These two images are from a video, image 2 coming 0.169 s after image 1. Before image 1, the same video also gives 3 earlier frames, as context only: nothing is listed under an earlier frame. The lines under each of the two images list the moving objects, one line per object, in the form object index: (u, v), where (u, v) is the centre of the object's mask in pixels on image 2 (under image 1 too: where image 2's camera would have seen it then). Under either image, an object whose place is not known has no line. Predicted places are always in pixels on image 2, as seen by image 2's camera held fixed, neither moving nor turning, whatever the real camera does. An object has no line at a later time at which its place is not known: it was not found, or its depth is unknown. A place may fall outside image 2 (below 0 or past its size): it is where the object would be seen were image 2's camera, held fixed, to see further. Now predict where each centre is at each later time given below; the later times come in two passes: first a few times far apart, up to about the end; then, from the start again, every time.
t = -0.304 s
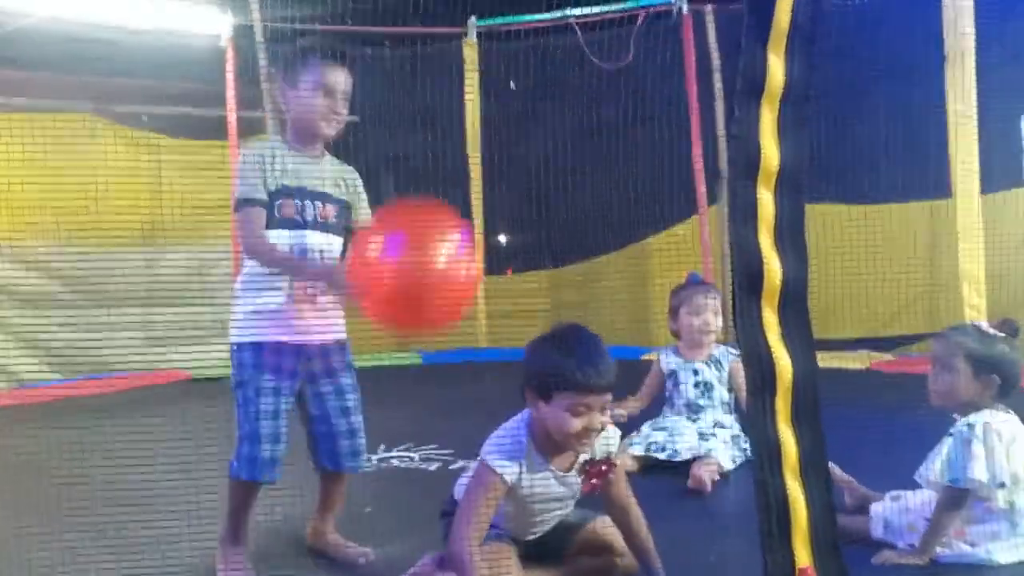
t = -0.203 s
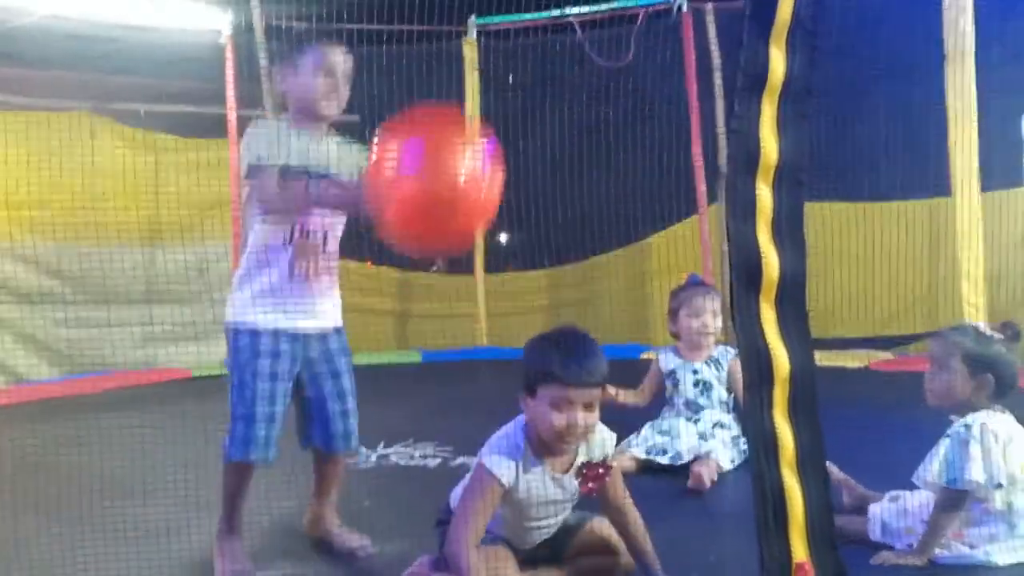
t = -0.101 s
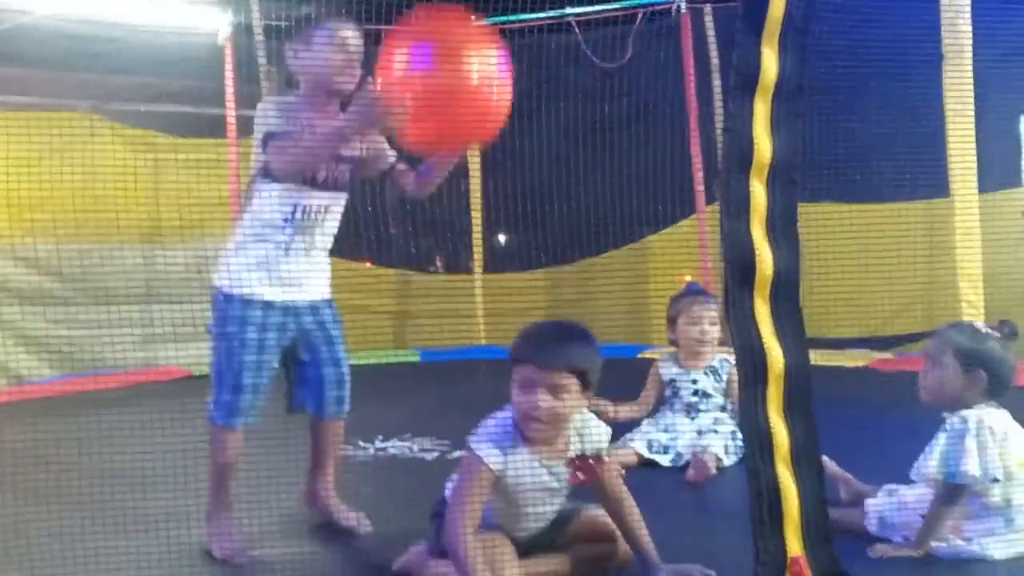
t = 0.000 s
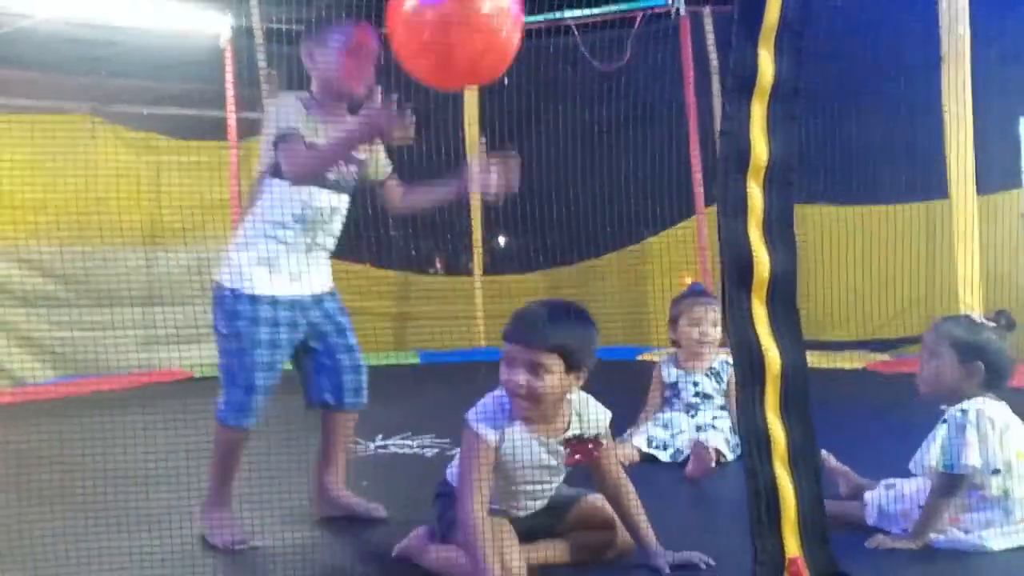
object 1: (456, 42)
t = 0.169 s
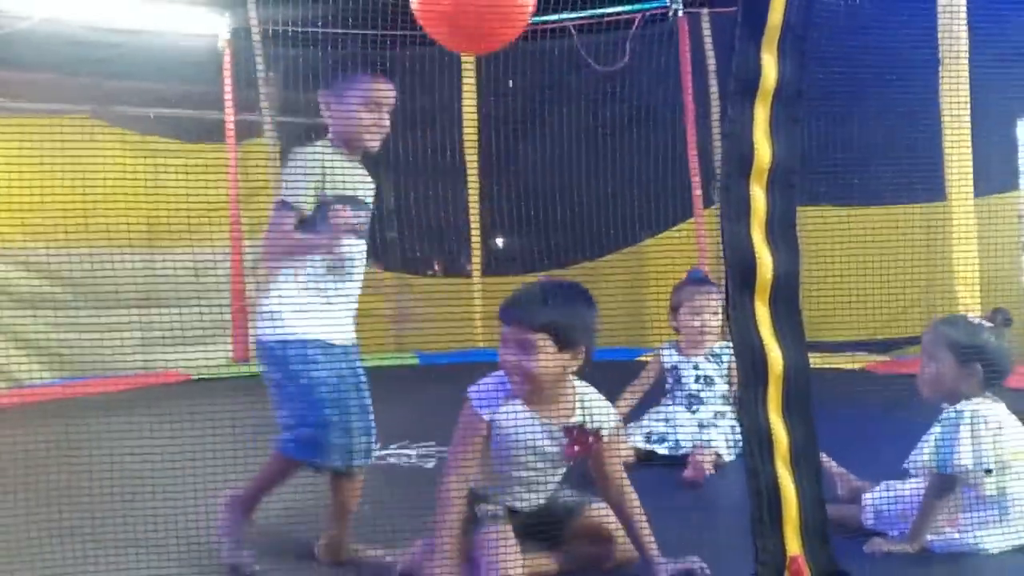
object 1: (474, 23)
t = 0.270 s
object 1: (488, 31)
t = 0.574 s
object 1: (536, 205)
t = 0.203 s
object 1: (478, 24)
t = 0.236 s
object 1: (483, 27)
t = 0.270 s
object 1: (488, 31)
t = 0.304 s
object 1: (493, 37)
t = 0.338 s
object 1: (498, 45)
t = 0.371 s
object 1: (503, 55)
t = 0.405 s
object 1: (509, 69)
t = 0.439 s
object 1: (515, 93)
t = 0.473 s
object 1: (520, 117)
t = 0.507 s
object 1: (525, 144)
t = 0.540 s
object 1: (531, 174)
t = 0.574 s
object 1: (536, 205)
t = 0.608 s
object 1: (537, 236)
